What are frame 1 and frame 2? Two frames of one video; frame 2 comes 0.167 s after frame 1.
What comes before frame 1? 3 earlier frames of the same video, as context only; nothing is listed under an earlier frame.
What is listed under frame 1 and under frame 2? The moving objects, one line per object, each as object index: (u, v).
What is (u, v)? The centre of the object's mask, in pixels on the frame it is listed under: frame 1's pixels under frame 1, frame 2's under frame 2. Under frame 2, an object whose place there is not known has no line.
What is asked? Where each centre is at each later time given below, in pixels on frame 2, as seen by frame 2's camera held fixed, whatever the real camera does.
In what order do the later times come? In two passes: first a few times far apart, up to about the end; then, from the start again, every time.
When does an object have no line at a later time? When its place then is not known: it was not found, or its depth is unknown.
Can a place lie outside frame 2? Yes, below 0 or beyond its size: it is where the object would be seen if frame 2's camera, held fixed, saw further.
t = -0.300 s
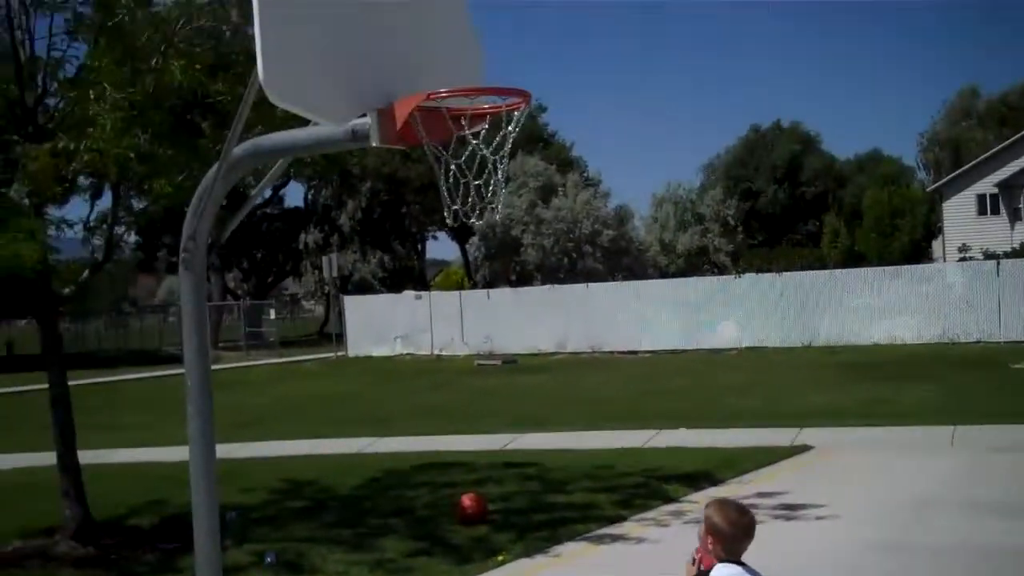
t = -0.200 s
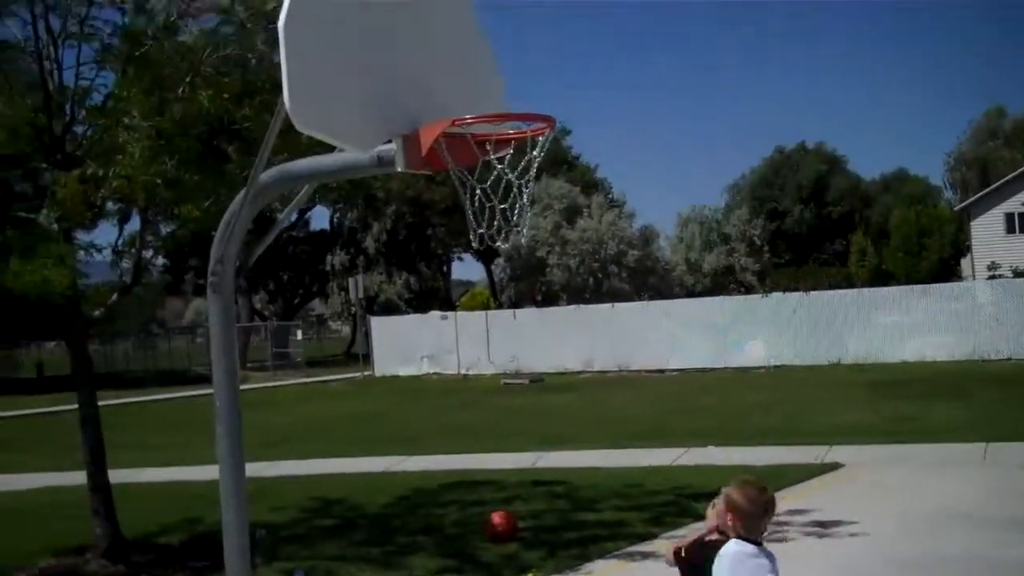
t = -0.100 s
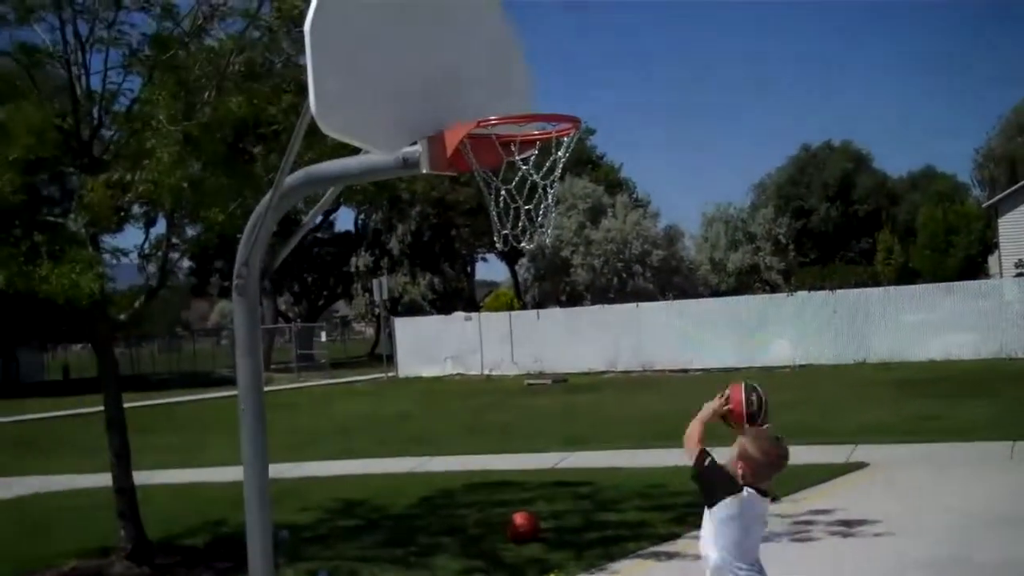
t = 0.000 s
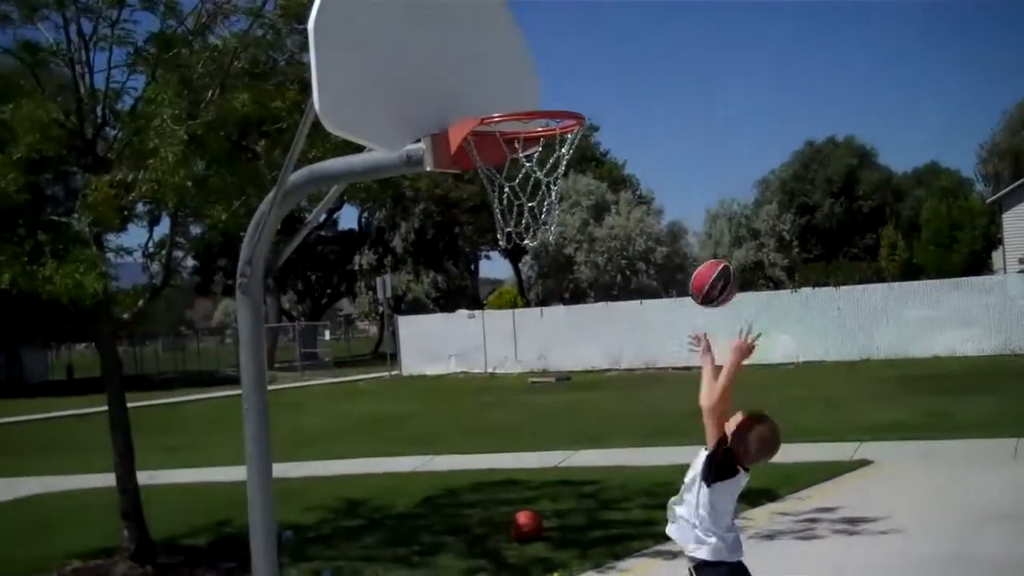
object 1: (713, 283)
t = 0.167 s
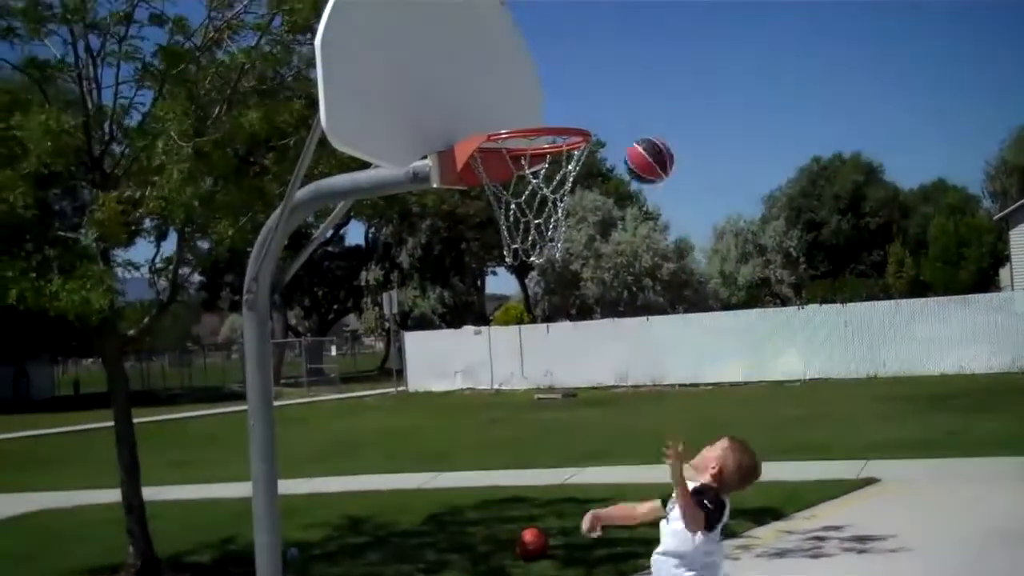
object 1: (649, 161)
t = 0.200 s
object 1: (637, 143)
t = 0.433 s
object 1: (556, 102)
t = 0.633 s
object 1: (552, 143)
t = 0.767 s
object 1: (605, 237)
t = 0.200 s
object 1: (637, 143)
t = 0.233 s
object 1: (624, 129)
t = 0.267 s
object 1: (611, 120)
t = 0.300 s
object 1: (600, 110)
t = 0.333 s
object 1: (589, 103)
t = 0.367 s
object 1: (577, 101)
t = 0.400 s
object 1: (566, 101)
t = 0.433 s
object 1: (556, 102)
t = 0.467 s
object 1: (548, 106)
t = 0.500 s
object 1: (538, 111)
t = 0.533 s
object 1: (528, 118)
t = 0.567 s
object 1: (522, 123)
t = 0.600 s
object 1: (537, 145)
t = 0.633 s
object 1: (552, 143)
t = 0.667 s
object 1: (555, 169)
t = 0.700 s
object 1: (580, 190)
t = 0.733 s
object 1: (592, 213)
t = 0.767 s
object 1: (605, 237)
